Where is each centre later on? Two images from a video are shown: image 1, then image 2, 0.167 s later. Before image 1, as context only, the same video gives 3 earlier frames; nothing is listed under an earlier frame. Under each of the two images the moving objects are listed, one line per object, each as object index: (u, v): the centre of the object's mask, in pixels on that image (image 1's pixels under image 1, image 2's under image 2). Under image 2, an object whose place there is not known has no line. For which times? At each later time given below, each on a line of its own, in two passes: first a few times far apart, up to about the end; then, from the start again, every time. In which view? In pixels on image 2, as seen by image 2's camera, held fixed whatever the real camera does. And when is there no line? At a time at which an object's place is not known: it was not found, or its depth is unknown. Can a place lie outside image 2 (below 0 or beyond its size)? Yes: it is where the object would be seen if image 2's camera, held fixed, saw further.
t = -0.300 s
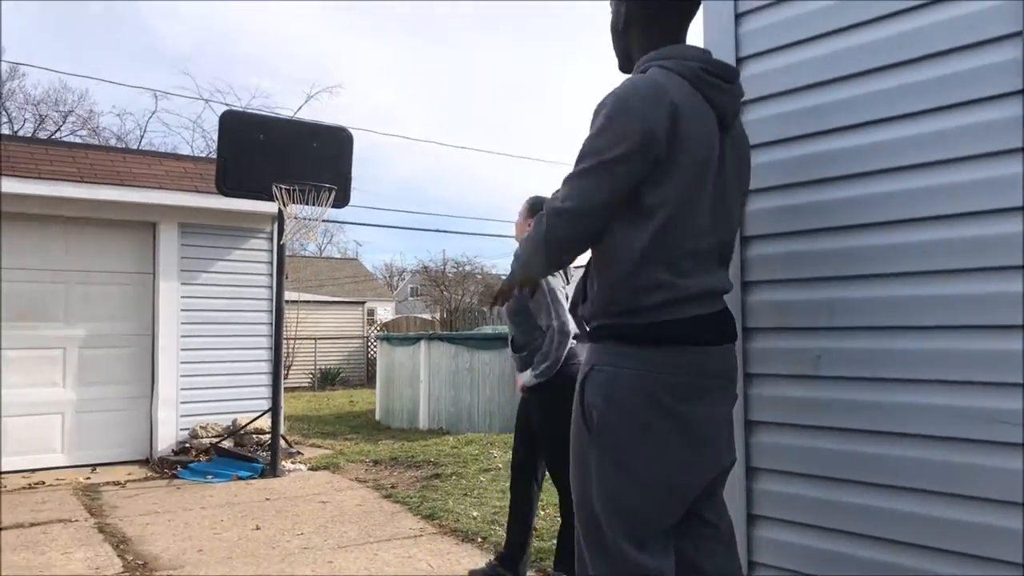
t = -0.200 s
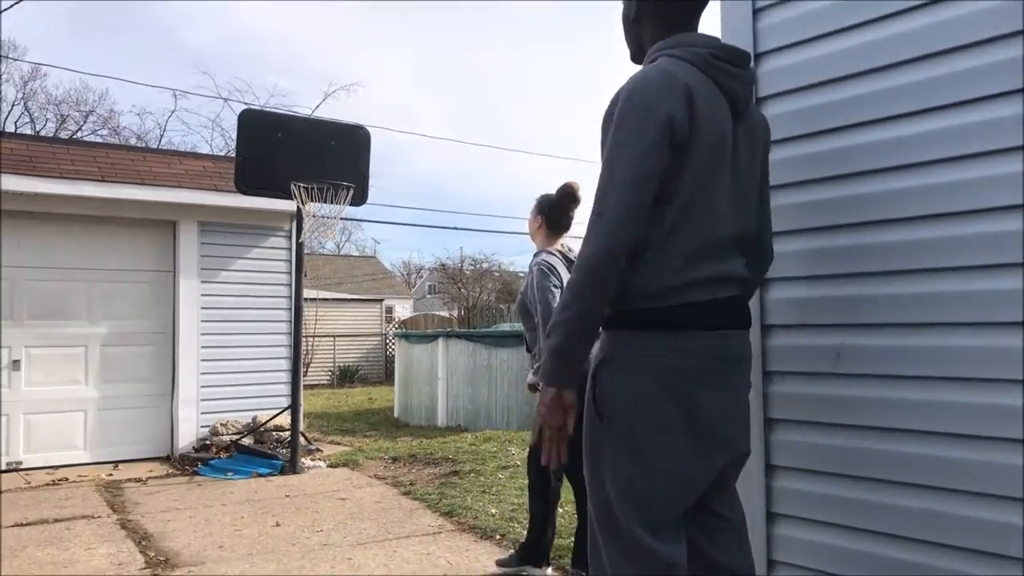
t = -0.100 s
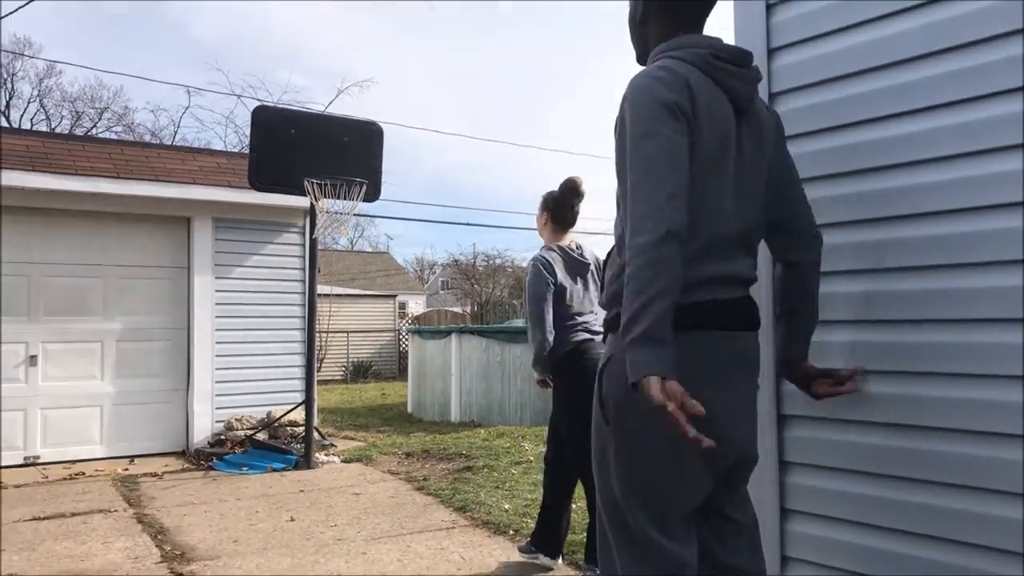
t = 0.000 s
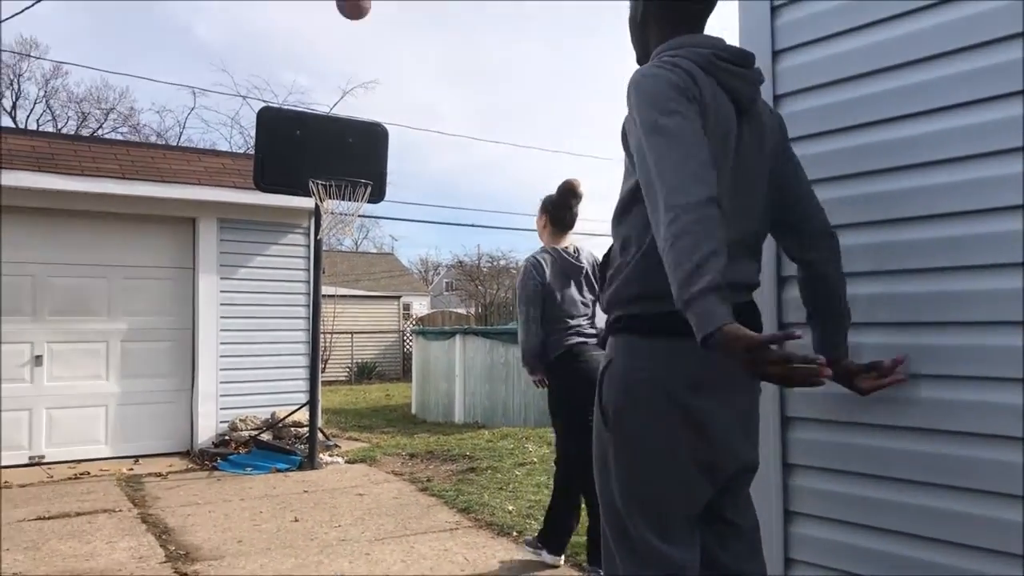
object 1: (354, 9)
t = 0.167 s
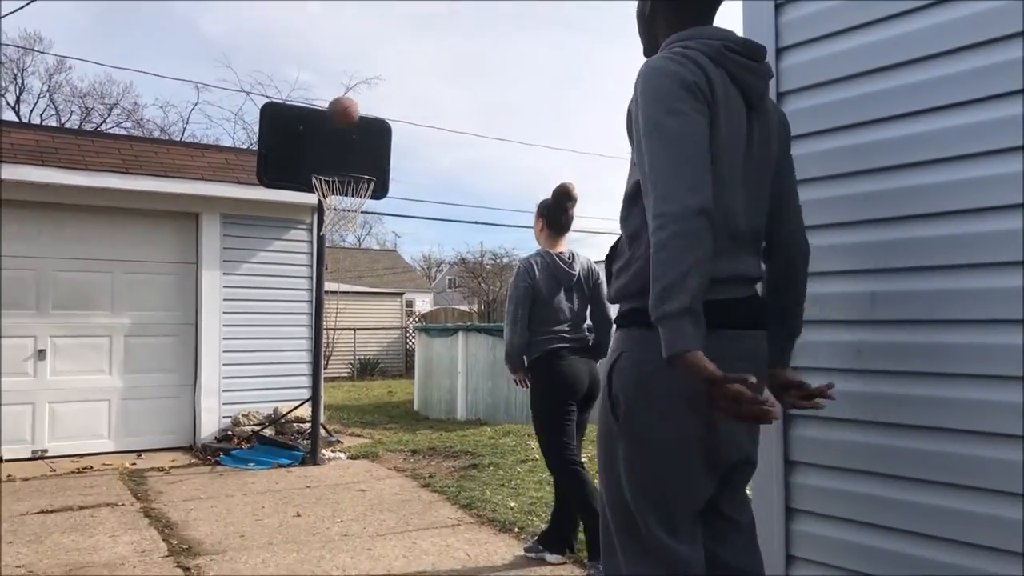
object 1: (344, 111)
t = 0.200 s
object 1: (341, 136)
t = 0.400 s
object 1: (359, 194)
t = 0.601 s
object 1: (353, 208)
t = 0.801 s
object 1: (335, 245)
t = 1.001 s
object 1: (317, 312)
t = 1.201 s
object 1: (307, 407)
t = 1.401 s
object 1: (295, 407)
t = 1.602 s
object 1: (276, 355)
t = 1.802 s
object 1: (256, 355)
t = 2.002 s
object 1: (234, 415)
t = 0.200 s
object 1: (341, 136)
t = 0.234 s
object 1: (339, 160)
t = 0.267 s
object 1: (341, 180)
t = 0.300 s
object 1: (349, 188)
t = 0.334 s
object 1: (355, 195)
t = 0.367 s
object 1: (359, 197)
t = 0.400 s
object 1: (359, 194)
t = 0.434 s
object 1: (359, 192)
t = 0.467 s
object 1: (359, 193)
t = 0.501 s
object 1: (358, 195)
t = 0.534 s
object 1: (356, 198)
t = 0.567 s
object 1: (355, 203)
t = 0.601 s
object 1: (353, 208)
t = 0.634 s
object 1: (350, 212)
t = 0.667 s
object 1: (347, 217)
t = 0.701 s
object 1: (343, 222)
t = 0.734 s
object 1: (342, 228)
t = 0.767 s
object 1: (338, 236)
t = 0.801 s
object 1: (335, 245)
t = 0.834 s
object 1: (331, 256)
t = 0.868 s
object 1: (328, 267)
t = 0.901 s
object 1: (325, 280)
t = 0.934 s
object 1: (321, 293)
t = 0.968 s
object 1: (319, 302)
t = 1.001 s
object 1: (317, 312)
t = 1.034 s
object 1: (316, 324)
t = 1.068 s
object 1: (314, 338)
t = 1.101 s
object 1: (312, 353)
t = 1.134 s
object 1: (311, 370)
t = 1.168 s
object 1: (309, 388)
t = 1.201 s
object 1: (307, 407)
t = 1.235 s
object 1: (306, 429)
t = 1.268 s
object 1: (304, 451)
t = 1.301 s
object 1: (302, 453)
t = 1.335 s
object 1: (299, 436)
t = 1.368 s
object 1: (296, 421)
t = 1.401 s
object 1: (295, 407)
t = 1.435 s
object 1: (291, 395)
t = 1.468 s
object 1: (287, 385)
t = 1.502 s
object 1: (284, 375)
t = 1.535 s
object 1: (281, 367)
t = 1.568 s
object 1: (278, 360)
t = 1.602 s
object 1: (276, 355)
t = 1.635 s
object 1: (273, 351)
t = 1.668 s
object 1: (269, 349)
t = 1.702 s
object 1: (266, 348)
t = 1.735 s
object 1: (263, 349)
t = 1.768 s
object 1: (259, 351)
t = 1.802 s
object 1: (256, 355)
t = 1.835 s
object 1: (252, 360)
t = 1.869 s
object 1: (248, 367)
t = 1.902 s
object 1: (245, 376)
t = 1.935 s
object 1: (242, 387)
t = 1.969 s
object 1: (237, 399)
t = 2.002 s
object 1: (234, 415)
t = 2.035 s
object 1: (230, 431)
